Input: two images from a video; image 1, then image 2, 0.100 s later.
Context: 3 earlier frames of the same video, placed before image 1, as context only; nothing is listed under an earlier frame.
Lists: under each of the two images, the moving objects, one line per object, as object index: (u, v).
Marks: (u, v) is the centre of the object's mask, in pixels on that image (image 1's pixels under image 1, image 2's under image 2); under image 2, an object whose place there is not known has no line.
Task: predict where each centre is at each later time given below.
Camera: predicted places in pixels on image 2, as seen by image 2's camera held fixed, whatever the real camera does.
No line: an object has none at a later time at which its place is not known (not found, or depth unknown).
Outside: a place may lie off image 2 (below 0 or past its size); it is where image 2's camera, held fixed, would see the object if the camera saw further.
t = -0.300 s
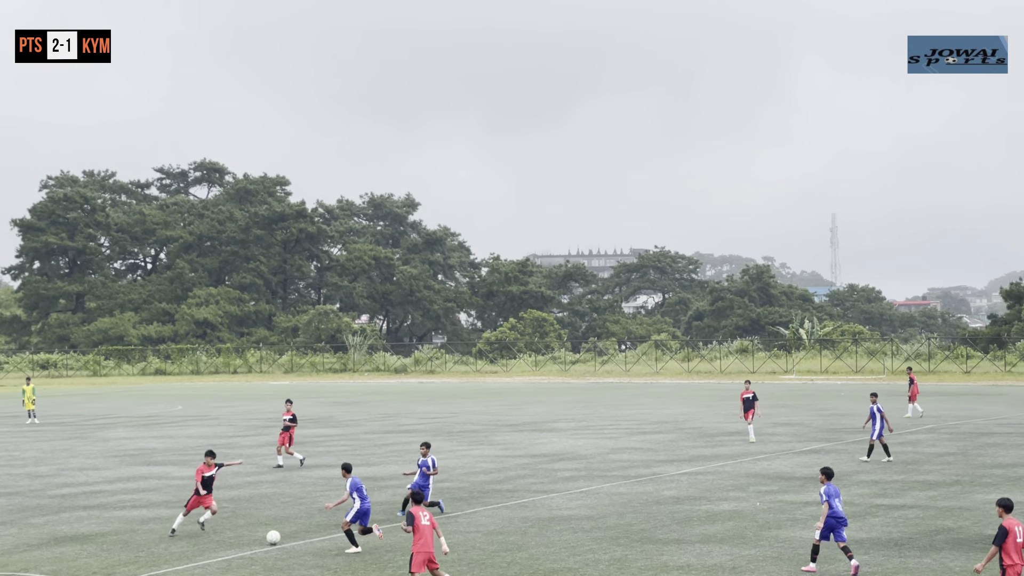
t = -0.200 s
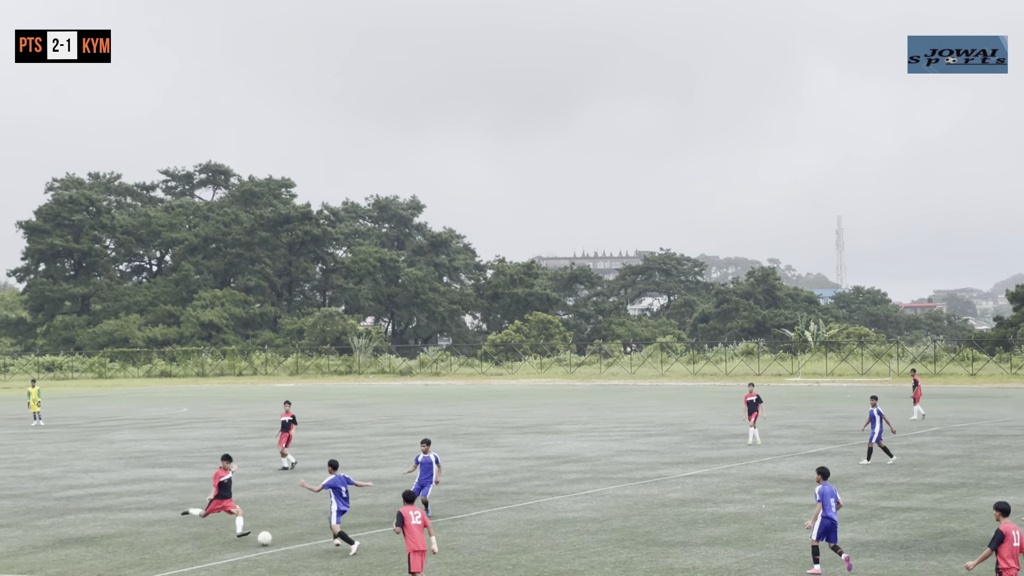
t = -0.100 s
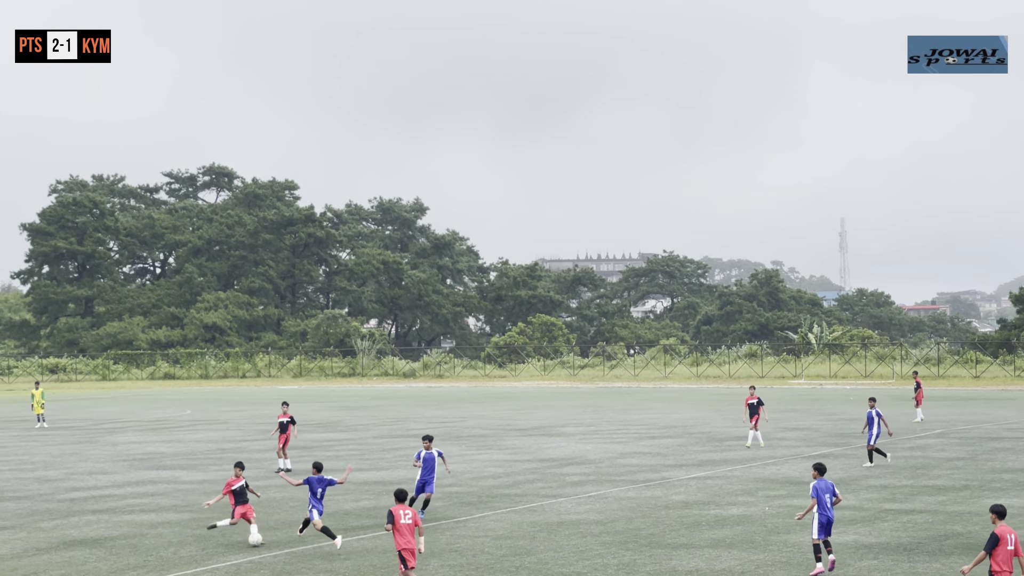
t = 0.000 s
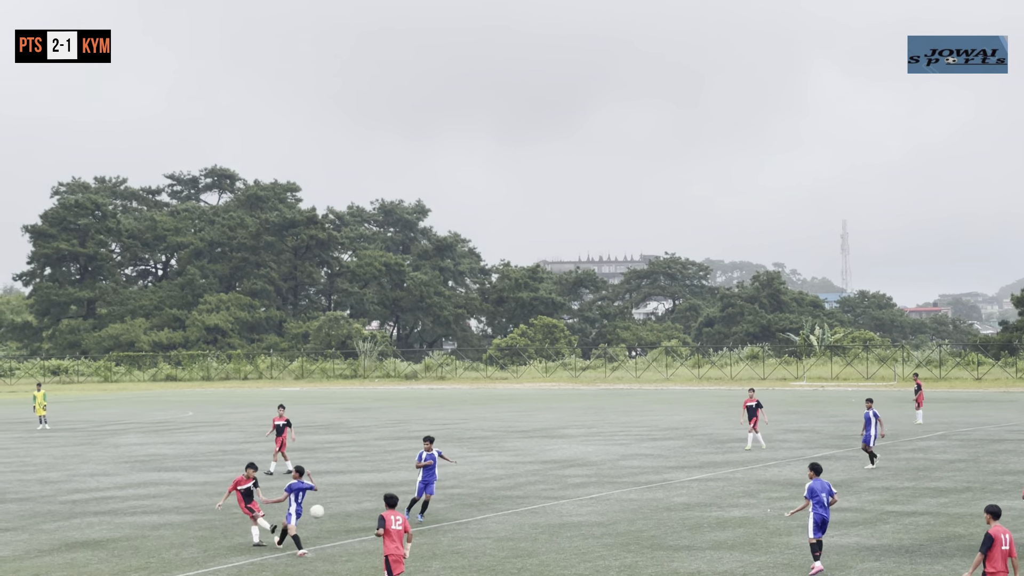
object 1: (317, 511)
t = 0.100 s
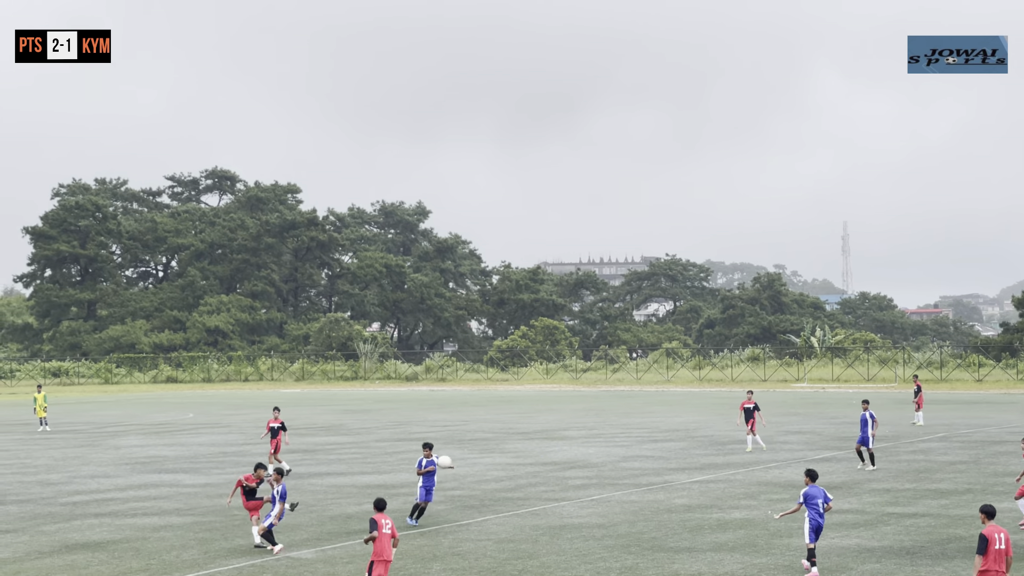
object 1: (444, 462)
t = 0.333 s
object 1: (723, 371)
